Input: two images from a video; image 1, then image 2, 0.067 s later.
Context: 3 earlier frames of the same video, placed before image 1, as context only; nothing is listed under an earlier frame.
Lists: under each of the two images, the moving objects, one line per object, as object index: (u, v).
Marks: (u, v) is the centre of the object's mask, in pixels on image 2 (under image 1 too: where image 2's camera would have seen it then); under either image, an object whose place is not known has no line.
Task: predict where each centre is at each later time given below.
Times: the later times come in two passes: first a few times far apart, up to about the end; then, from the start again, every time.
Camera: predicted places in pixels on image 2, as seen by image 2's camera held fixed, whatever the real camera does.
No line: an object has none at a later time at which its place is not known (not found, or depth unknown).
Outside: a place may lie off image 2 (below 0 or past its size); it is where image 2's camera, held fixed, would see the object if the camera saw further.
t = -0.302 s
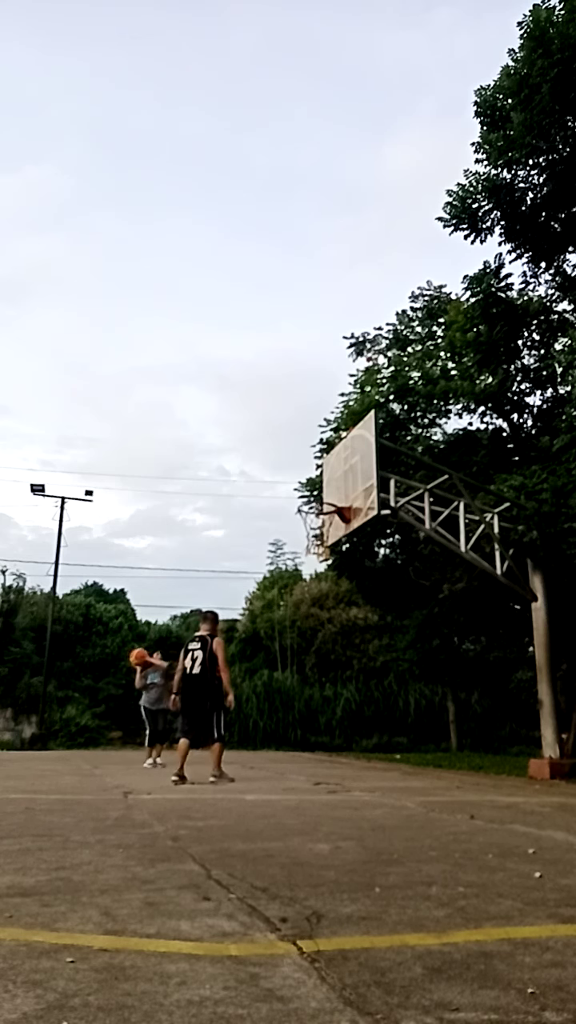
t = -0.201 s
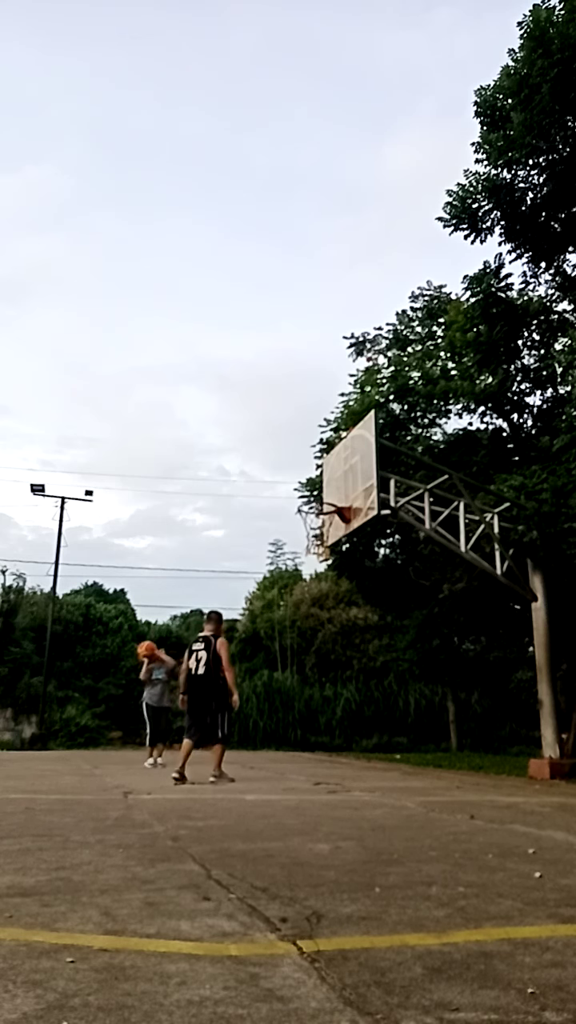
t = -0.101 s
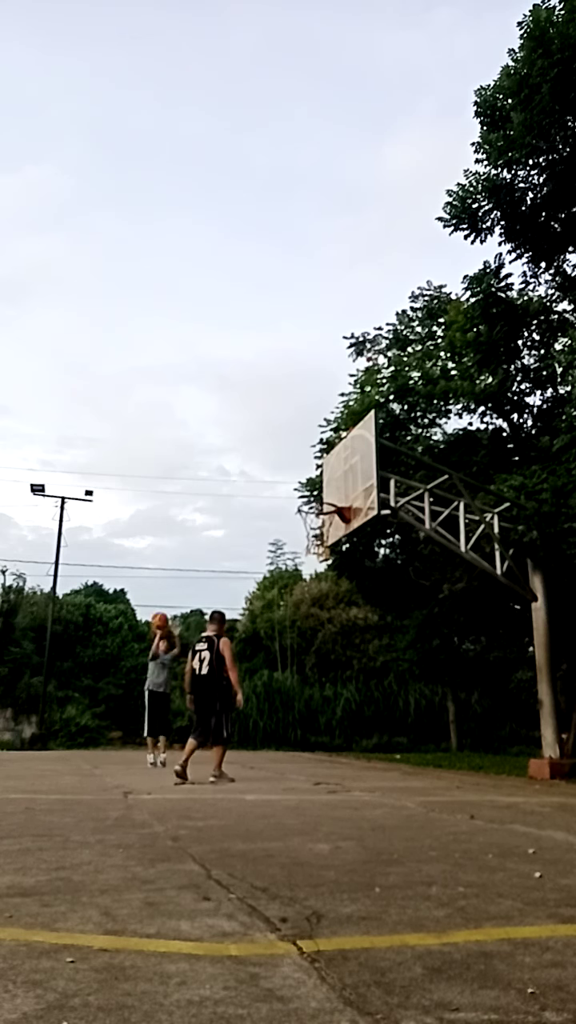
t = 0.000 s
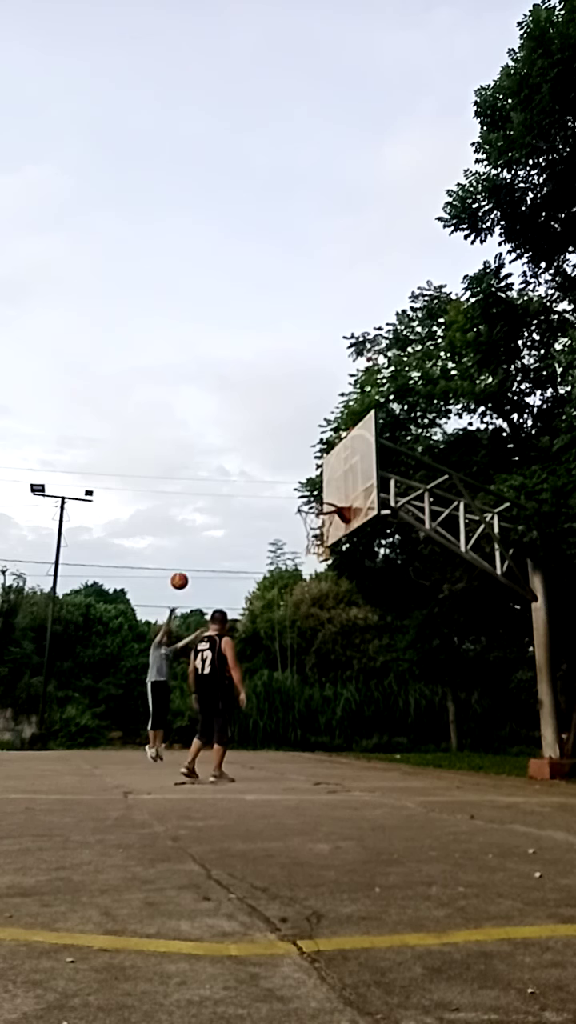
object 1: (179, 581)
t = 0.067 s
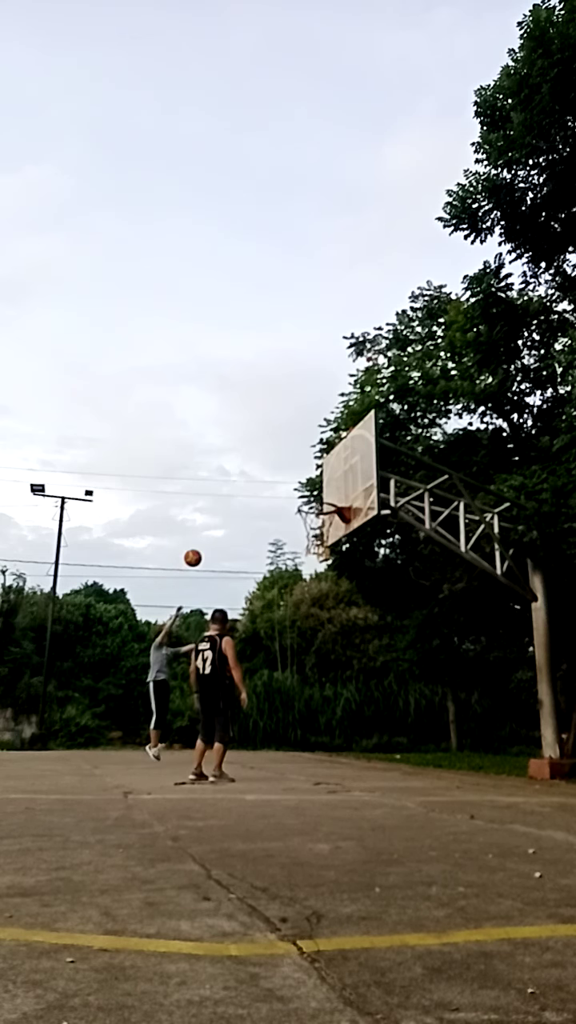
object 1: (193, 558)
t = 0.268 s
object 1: (233, 507)
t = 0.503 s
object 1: (280, 483)
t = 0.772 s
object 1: (327, 490)
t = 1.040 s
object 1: (337, 490)
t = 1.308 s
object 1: (328, 500)
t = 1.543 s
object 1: (316, 540)
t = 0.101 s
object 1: (199, 547)
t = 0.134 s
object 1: (206, 538)
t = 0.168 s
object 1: (213, 529)
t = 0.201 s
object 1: (219, 521)
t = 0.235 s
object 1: (226, 514)
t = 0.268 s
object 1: (233, 507)
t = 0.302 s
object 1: (240, 501)
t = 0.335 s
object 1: (246, 496)
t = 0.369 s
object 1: (253, 492)
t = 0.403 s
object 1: (259, 489)
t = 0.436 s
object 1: (266, 486)
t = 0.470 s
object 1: (273, 484)
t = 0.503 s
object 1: (280, 483)
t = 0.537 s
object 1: (287, 483)
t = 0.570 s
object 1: (294, 484)
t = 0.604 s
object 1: (301, 485)
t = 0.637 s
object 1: (308, 488)
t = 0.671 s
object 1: (315, 491)
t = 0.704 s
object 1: (322, 495)
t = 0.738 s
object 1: (324, 494)
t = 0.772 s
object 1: (327, 490)
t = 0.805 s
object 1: (328, 487)
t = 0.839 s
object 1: (329, 485)
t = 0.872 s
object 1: (330, 483)
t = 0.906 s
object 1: (332, 483)
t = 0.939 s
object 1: (333, 483)
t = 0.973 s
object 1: (334, 485)
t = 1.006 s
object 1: (336, 487)
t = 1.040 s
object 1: (337, 490)
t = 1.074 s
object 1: (338, 494)
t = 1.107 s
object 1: (339, 497)
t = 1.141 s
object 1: (337, 497)
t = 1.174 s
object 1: (335, 496)
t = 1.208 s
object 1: (334, 496)
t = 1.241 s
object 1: (332, 496)
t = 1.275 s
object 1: (330, 498)
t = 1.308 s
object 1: (328, 500)
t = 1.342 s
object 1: (326, 504)
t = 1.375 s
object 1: (325, 507)
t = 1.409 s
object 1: (323, 512)
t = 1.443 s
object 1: (321, 517)
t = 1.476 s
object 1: (320, 524)
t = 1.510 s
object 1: (317, 532)
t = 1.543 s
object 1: (316, 540)
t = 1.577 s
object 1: (315, 548)
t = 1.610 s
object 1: (313, 558)
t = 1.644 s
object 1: (311, 569)
